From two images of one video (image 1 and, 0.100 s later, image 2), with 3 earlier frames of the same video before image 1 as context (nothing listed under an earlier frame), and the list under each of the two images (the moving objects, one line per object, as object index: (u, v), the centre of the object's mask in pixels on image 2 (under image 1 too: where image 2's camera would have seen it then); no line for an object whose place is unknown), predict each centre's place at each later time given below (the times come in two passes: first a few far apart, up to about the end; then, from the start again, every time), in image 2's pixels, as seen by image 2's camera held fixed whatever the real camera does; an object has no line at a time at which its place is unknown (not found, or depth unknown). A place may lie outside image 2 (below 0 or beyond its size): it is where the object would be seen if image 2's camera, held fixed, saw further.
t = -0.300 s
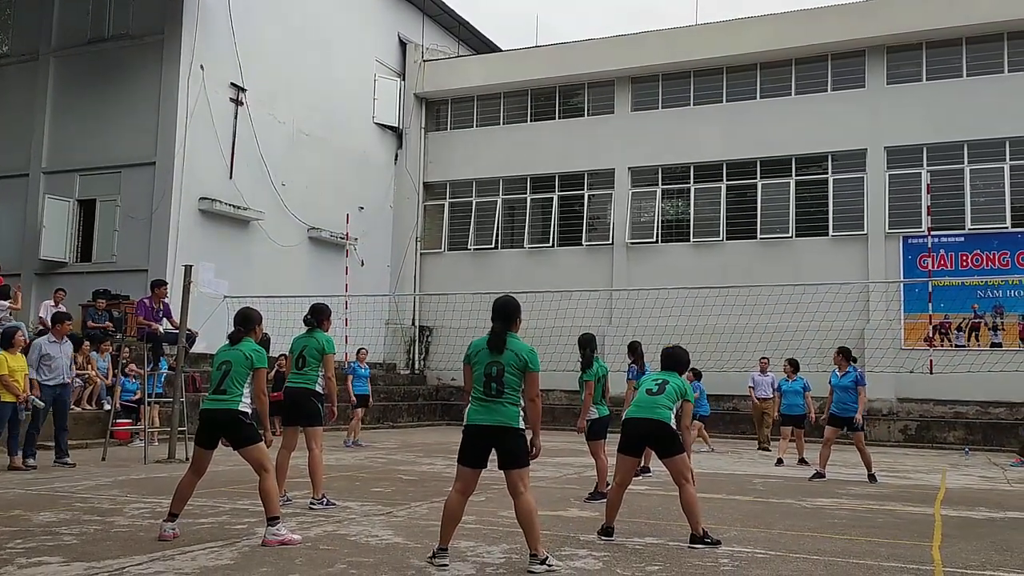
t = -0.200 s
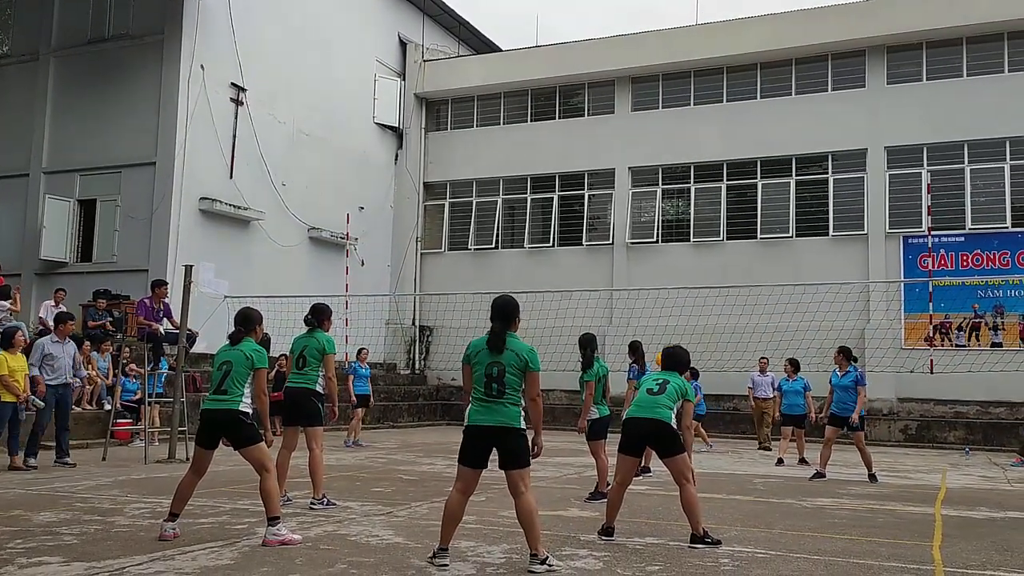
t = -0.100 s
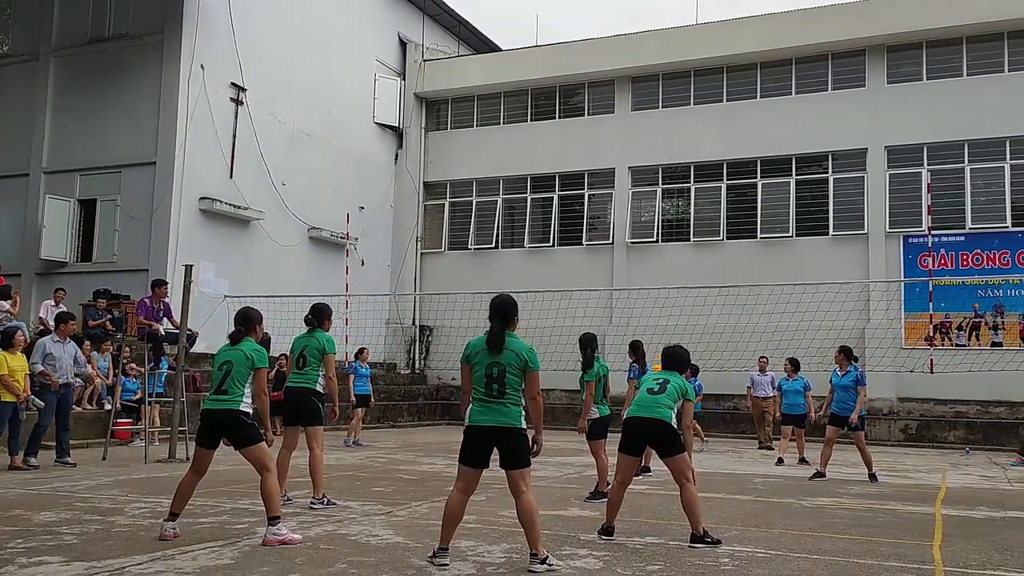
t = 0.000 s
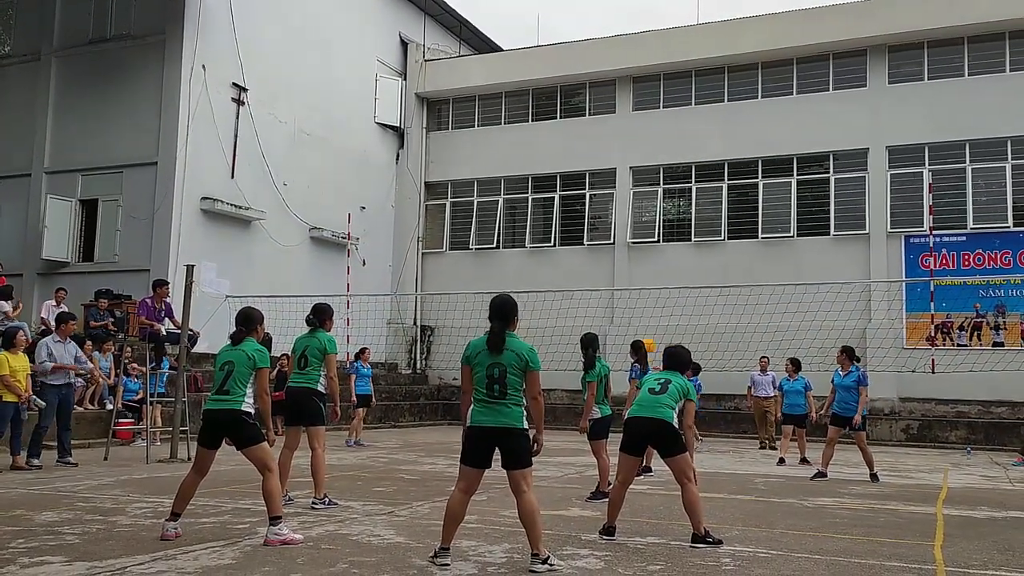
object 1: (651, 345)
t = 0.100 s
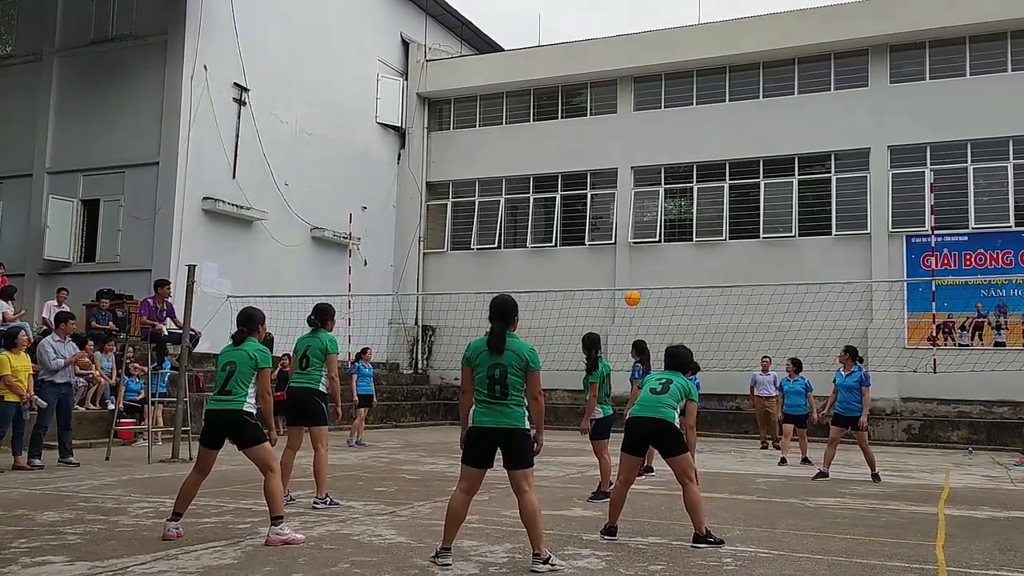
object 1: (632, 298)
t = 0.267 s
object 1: (600, 226)
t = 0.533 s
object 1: (536, 139)
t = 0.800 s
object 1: (453, 97)
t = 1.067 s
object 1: (348, 118)
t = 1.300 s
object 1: (226, 207)
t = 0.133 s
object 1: (626, 281)
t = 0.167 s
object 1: (621, 268)
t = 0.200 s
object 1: (614, 253)
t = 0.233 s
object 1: (608, 239)
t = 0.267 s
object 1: (600, 226)
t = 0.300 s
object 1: (593, 213)
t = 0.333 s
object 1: (586, 201)
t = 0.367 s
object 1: (578, 189)
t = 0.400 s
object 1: (570, 178)
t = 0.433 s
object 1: (562, 167)
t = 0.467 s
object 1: (553, 157)
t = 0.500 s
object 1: (545, 148)
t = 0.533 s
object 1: (536, 139)
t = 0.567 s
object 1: (526, 131)
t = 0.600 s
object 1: (517, 124)
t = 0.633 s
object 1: (507, 117)
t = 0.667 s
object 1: (497, 111)
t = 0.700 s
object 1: (486, 106)
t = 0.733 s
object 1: (476, 103)
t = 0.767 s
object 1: (464, 100)
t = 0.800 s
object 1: (453, 97)
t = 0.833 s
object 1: (442, 96)
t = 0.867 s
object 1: (430, 95)
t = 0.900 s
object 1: (418, 96)
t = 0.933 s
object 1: (405, 98)
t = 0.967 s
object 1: (391, 101)
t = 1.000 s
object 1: (377, 106)
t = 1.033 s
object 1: (363, 111)
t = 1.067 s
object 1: (348, 118)
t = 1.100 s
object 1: (332, 127)
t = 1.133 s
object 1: (316, 136)
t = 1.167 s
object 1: (300, 147)
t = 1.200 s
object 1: (283, 159)
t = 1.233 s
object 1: (265, 173)
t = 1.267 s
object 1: (246, 189)
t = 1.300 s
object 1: (226, 207)
